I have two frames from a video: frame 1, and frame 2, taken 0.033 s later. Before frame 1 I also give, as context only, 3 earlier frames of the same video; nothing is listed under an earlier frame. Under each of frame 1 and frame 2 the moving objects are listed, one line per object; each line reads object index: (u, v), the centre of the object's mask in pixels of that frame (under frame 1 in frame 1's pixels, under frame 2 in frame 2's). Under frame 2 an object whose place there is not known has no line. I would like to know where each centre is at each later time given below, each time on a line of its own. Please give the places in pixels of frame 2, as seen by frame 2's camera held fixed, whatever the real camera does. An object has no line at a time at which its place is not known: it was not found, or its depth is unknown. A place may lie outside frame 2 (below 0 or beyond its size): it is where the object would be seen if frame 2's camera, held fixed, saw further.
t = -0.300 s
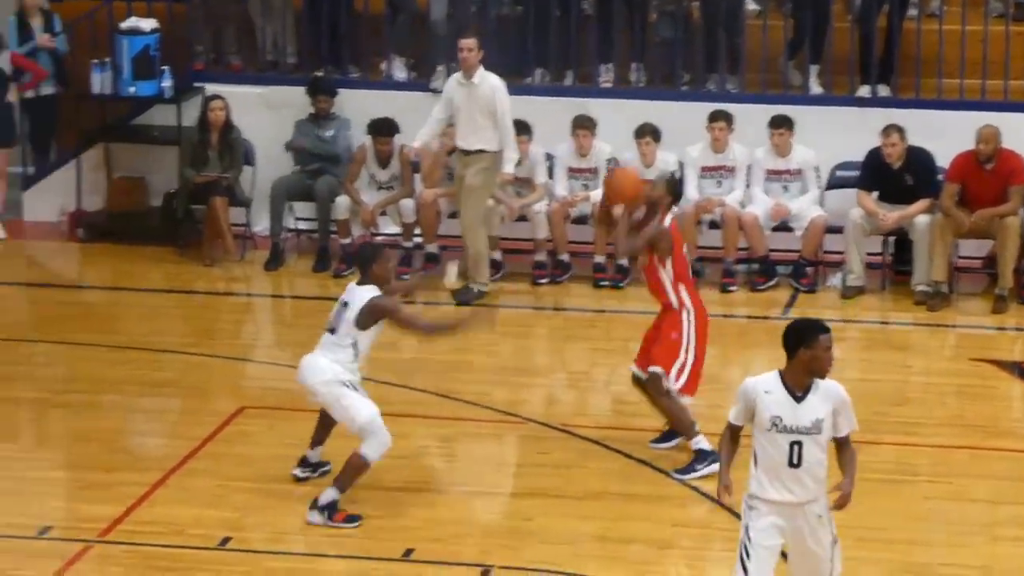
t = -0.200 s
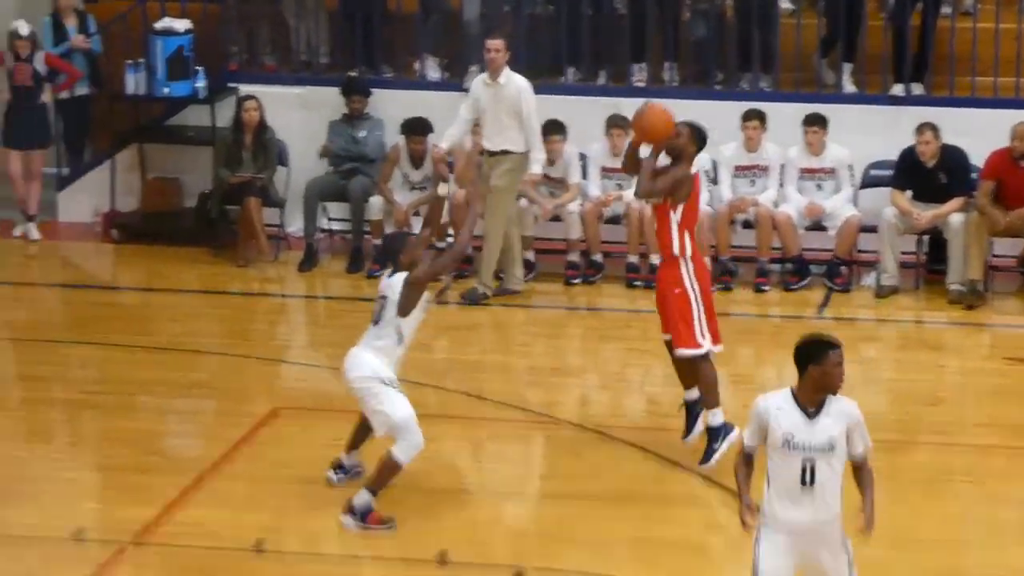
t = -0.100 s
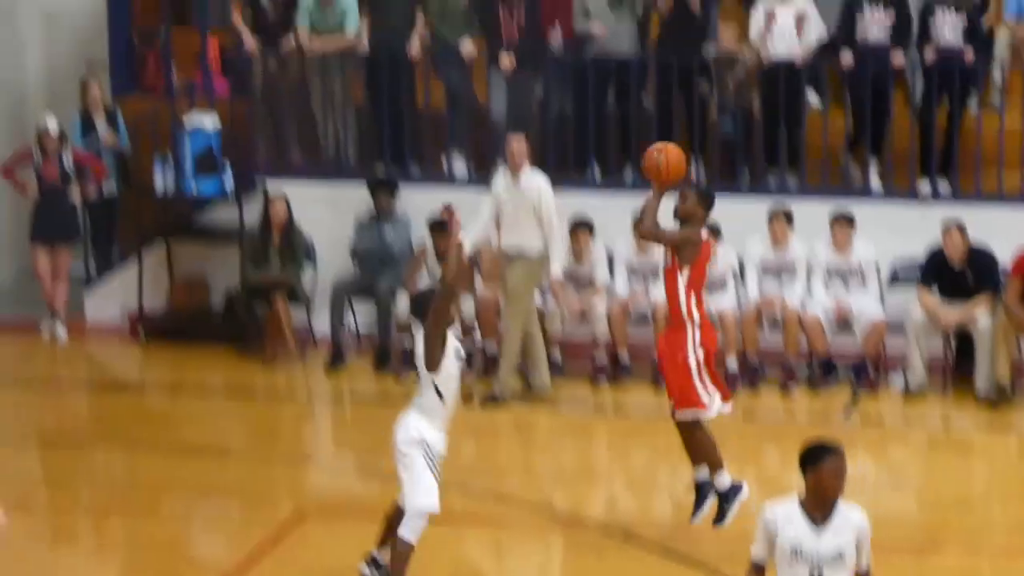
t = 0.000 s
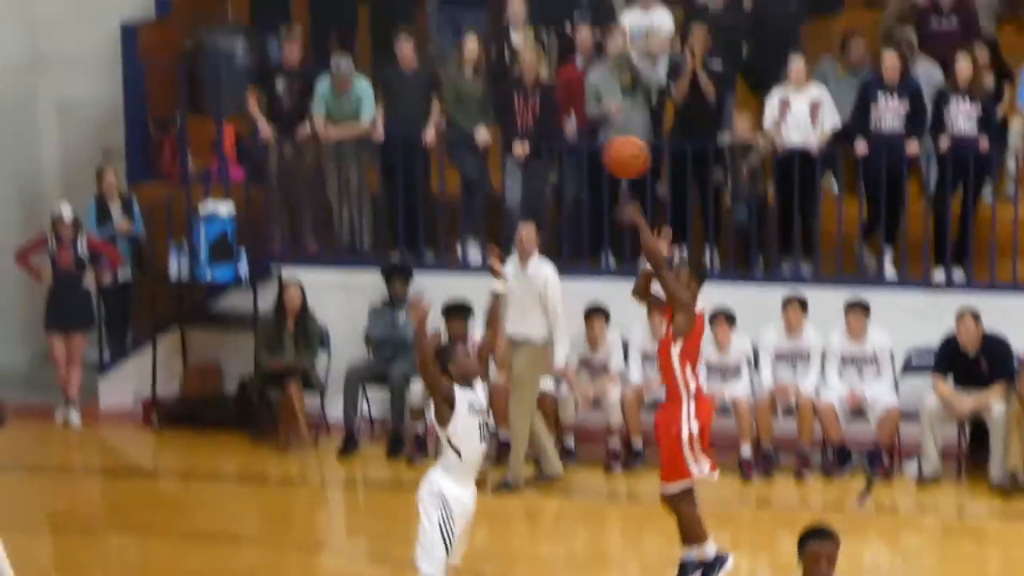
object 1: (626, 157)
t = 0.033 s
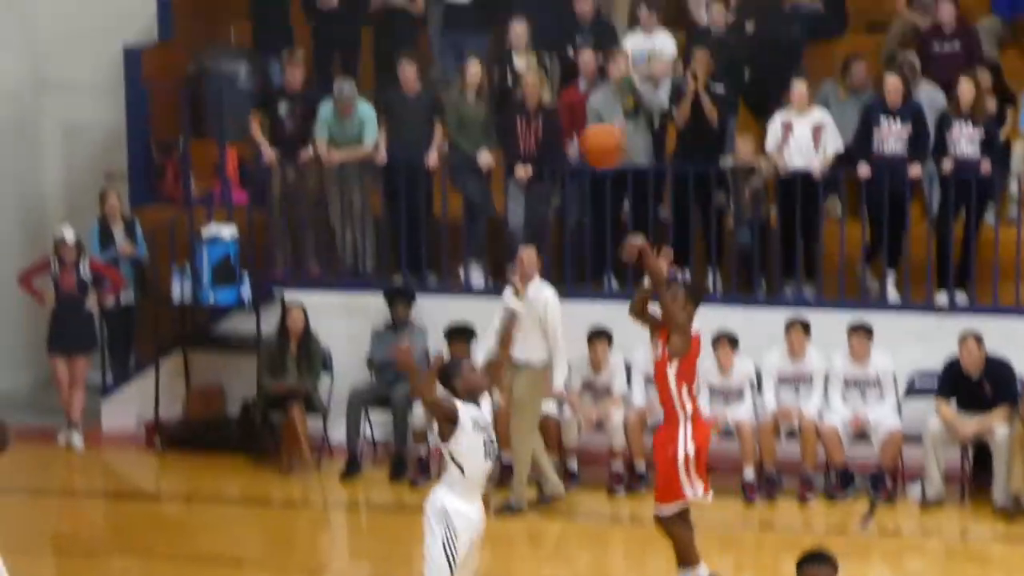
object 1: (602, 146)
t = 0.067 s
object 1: (575, 114)
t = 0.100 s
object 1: (548, 84)
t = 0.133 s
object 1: (521, 55)
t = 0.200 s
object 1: (468, 3)
